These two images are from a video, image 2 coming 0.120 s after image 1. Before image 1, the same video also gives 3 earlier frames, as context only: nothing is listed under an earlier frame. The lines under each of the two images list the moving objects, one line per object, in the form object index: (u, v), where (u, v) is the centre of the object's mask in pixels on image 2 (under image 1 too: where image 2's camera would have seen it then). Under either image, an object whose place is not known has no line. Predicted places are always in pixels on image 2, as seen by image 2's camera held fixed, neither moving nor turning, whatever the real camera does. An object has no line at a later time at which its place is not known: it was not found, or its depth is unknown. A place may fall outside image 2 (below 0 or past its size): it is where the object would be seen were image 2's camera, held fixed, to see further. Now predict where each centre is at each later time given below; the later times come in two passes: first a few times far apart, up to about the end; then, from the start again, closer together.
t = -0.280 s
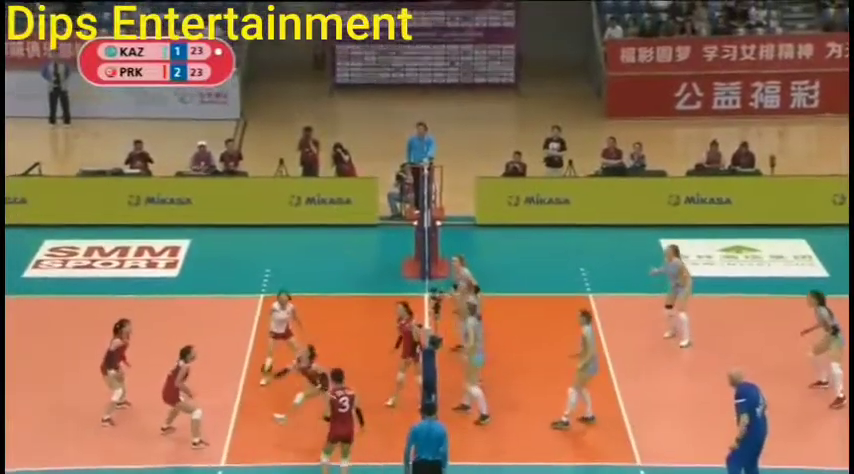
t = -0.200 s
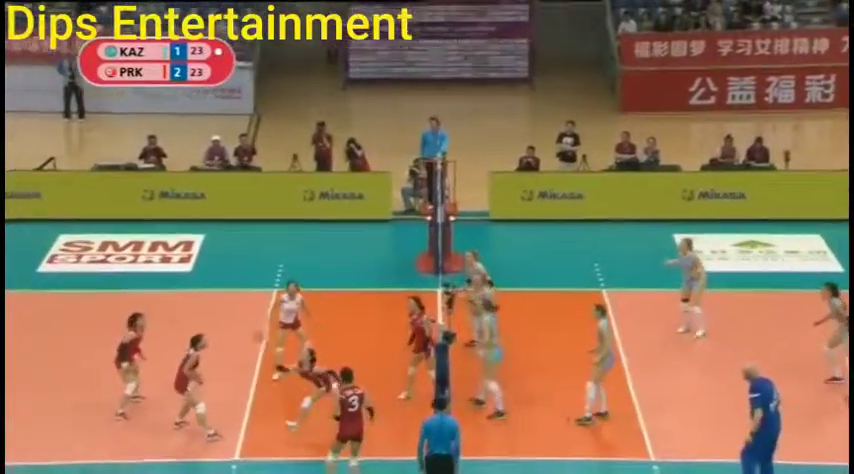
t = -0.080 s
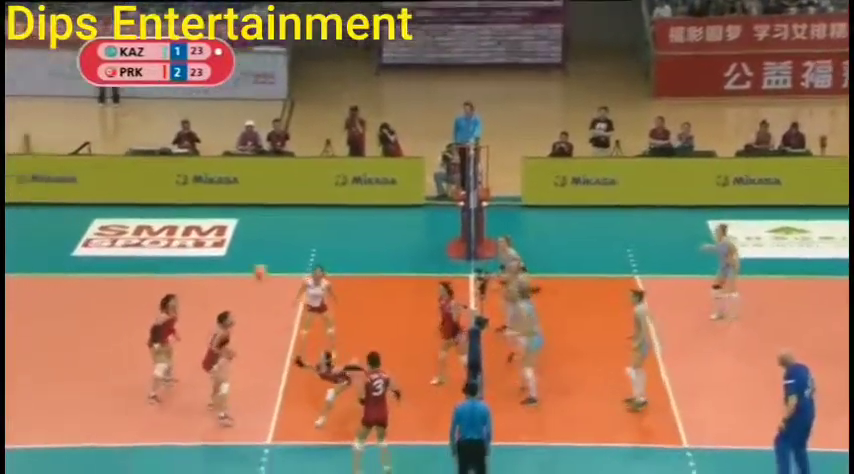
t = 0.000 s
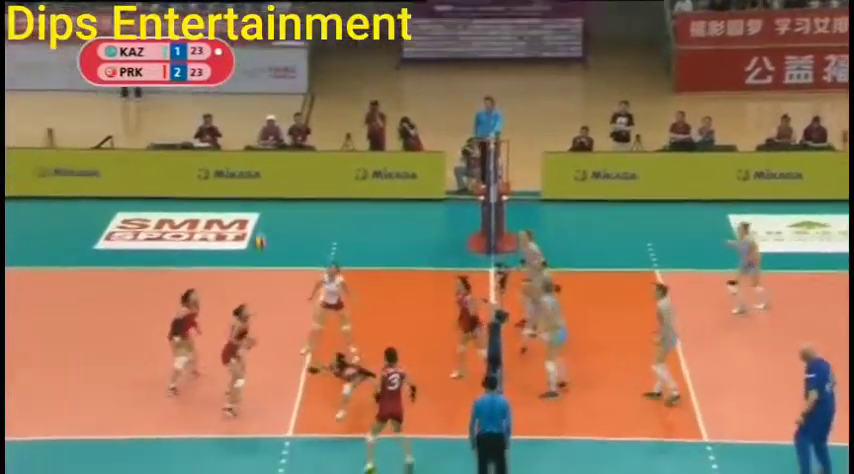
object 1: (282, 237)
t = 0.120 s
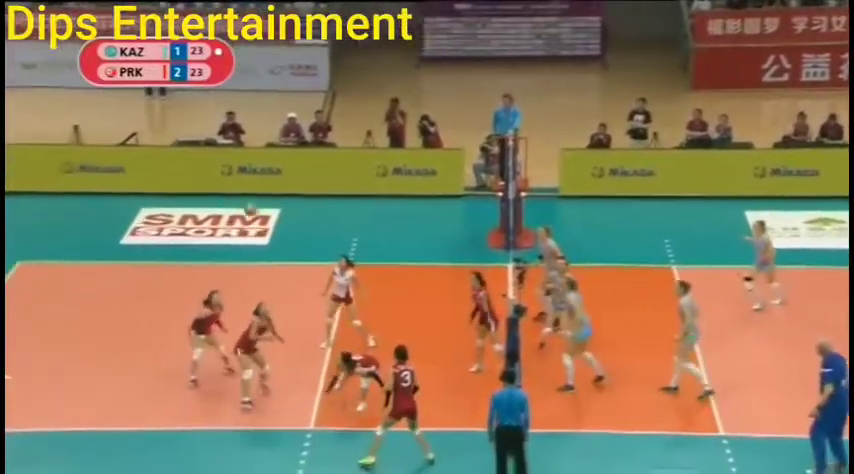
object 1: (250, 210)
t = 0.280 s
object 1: (214, 184)
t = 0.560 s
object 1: (149, 187)
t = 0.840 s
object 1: (89, 235)
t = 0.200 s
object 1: (232, 196)
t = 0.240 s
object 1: (225, 190)
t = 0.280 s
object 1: (214, 184)
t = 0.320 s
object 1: (205, 184)
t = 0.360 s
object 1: (193, 181)
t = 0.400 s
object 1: (183, 181)
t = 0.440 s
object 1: (175, 181)
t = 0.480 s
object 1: (163, 181)
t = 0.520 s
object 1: (156, 184)
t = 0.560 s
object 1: (149, 187)
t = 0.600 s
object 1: (139, 190)
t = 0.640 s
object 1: (130, 195)
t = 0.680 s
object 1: (122, 202)
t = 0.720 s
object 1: (113, 209)
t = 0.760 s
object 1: (103, 216)
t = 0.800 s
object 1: (96, 226)
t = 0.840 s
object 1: (89, 235)
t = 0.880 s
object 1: (80, 246)
